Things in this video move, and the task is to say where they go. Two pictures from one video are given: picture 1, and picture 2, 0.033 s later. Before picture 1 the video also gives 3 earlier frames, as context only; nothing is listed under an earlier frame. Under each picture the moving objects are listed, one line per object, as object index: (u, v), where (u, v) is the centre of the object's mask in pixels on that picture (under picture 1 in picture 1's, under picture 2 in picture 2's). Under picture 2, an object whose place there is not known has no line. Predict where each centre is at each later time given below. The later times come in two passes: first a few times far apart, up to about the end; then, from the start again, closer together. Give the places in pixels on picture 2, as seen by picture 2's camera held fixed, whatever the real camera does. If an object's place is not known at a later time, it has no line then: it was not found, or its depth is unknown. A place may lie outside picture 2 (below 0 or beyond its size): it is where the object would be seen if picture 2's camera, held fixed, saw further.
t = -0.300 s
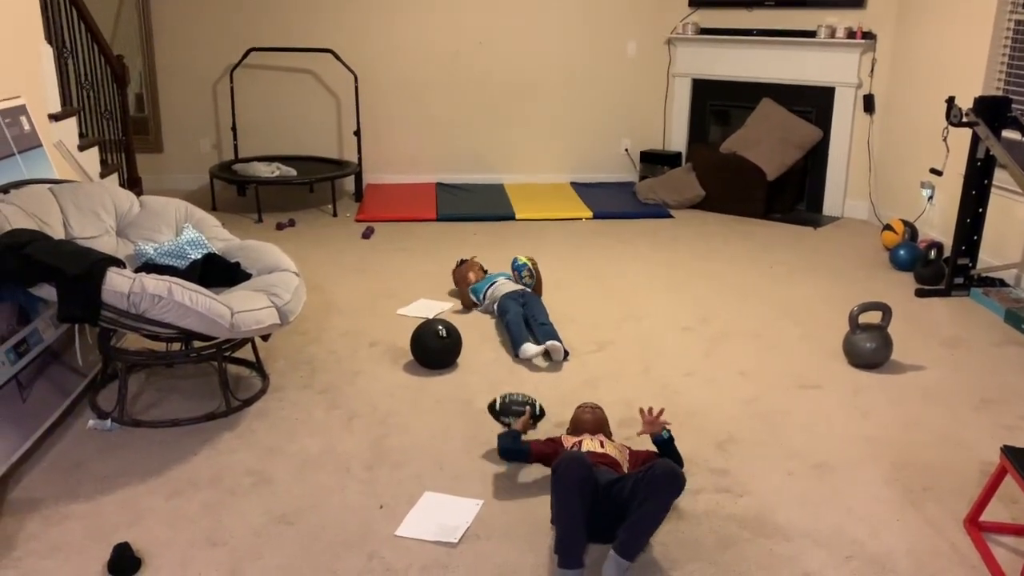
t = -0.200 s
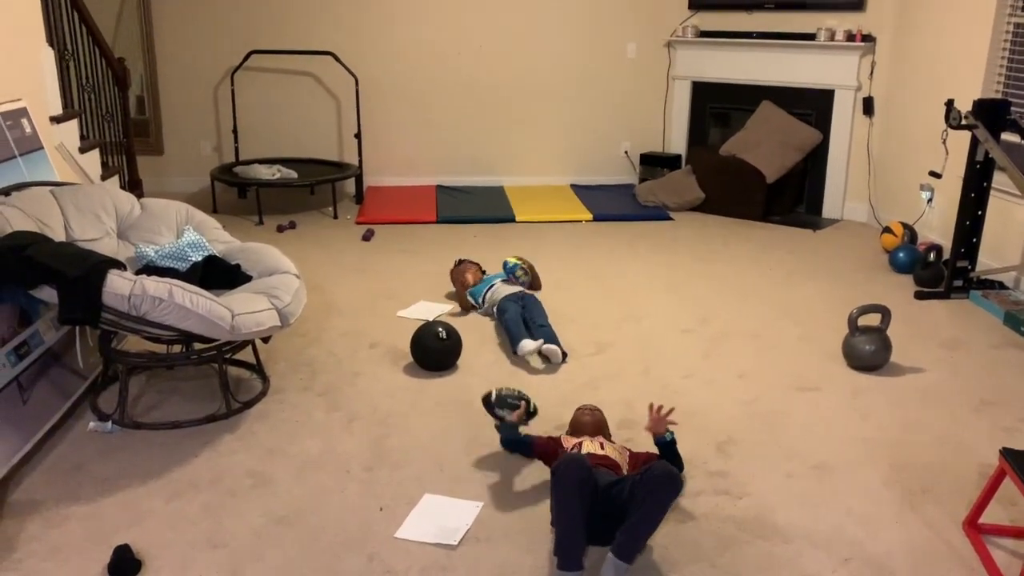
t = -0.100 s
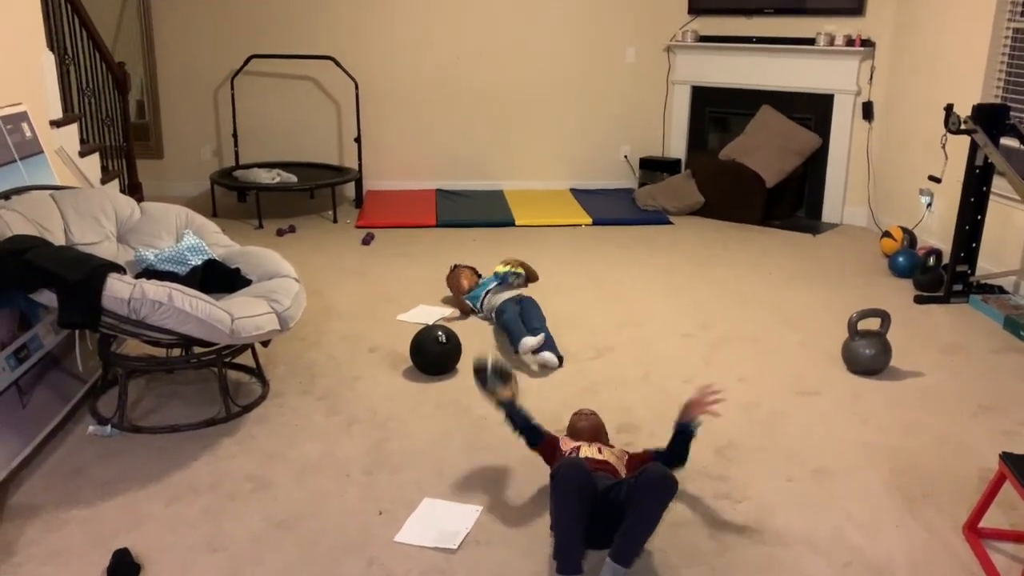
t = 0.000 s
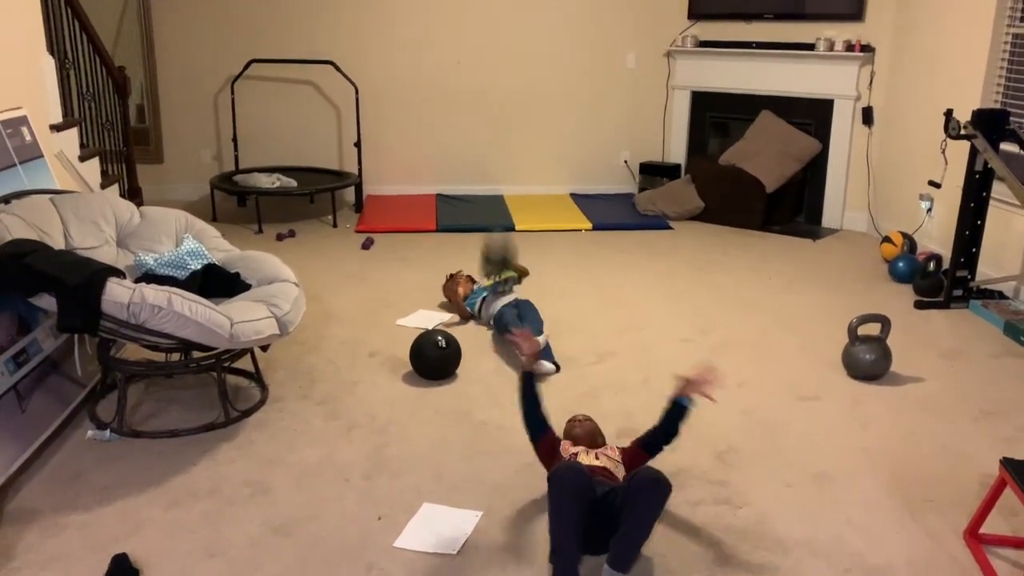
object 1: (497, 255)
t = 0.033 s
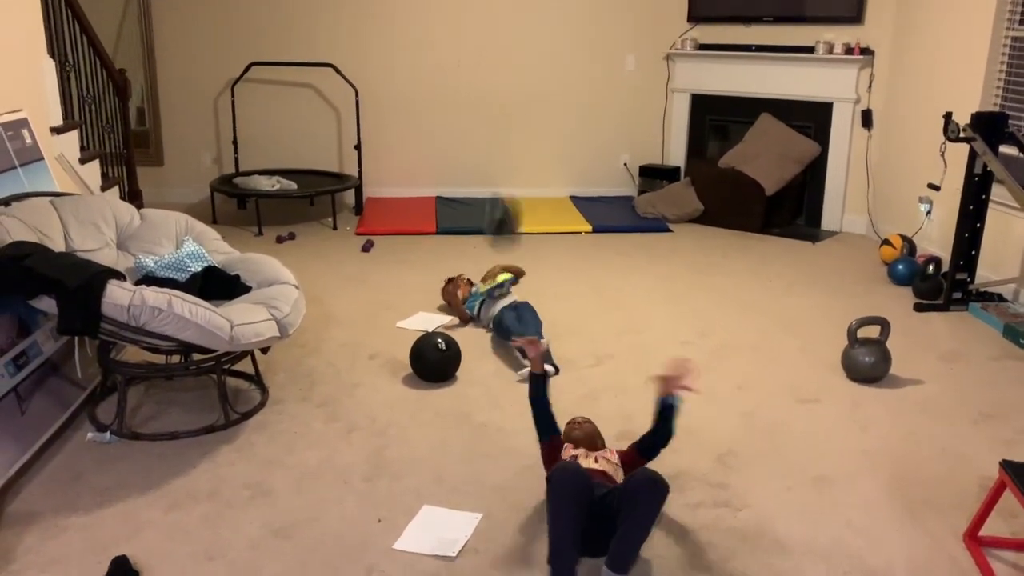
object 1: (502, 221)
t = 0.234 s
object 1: (526, 8)
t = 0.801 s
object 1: (596, 77)
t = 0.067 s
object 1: (506, 175)
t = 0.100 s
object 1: (510, 135)
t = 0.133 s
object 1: (515, 99)
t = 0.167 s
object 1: (519, 65)
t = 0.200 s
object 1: (522, 34)
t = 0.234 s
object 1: (526, 8)
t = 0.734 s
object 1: (589, 3)
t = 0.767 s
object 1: (592, 38)
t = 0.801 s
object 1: (596, 77)
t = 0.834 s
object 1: (598, 117)
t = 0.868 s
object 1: (600, 162)
